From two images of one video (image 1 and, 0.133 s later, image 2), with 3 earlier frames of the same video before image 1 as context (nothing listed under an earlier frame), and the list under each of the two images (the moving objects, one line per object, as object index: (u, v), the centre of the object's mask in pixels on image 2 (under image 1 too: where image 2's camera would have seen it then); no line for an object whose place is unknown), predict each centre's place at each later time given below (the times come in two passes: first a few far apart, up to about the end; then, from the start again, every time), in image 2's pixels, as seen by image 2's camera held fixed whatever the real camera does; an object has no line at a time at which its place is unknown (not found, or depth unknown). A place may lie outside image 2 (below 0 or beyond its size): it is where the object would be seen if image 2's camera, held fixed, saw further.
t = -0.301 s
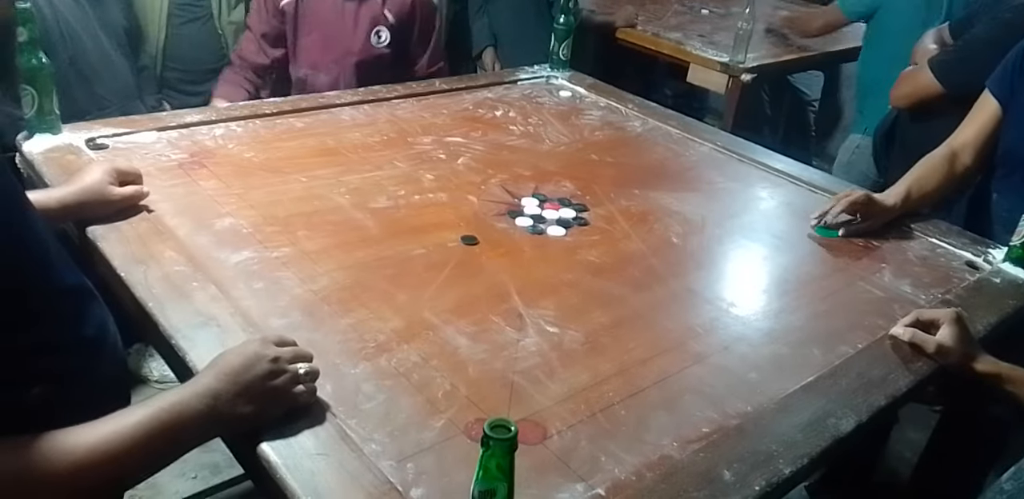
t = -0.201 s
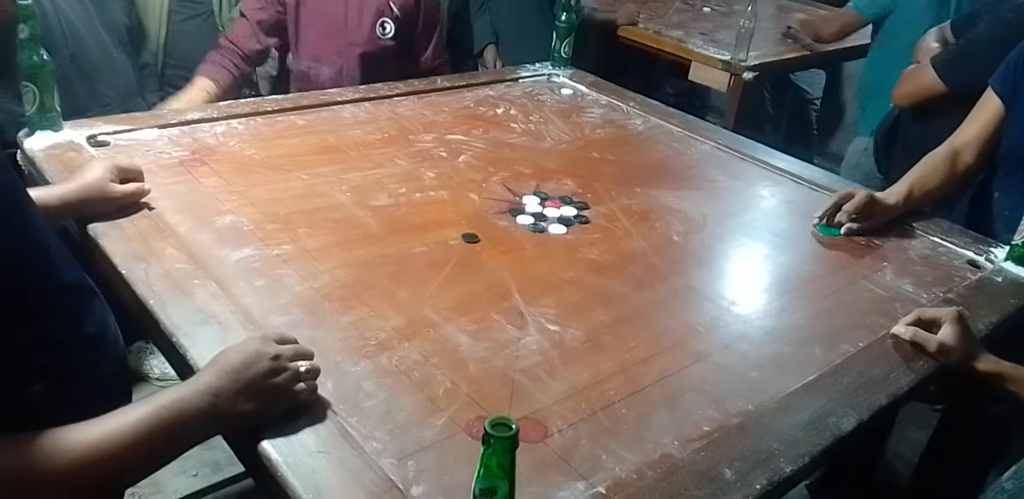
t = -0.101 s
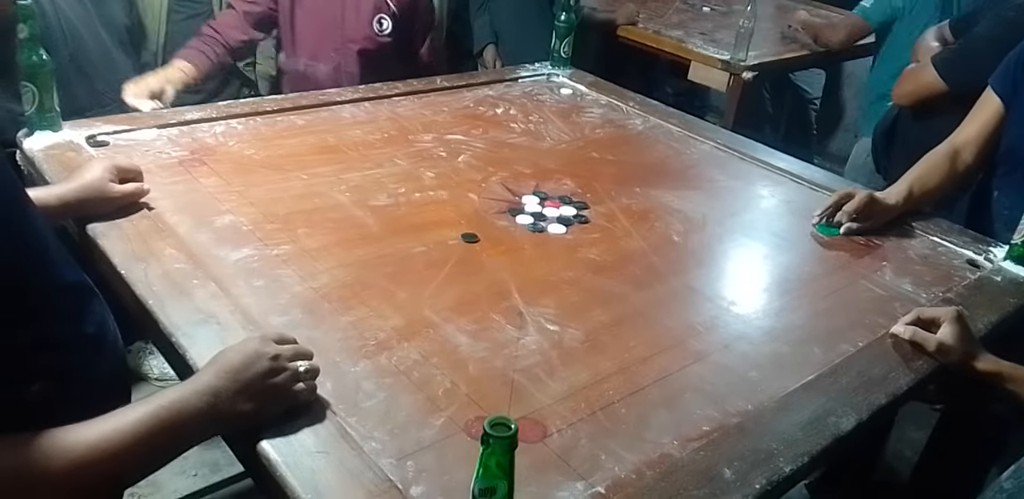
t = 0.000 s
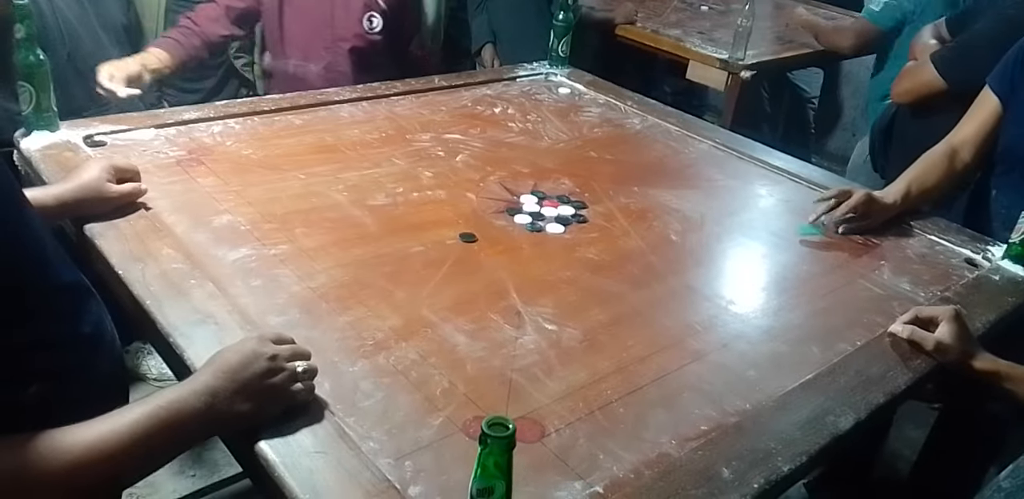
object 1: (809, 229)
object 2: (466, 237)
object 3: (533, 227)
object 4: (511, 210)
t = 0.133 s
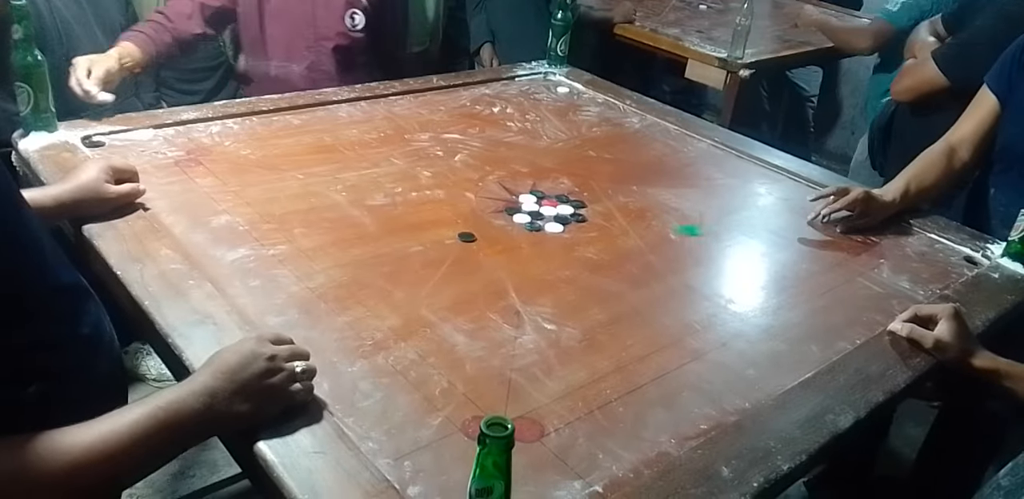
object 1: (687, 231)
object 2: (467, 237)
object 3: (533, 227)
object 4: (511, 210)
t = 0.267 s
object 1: (584, 233)
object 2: (467, 237)
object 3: (533, 227)
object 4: (511, 210)
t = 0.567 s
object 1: (529, 253)
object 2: (414, 244)
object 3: (484, 237)
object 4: (490, 192)
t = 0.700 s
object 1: (526, 255)
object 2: (396, 246)
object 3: (484, 237)
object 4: (489, 191)
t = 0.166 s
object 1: (663, 231)
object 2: (467, 237)
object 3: (533, 227)
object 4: (511, 210)
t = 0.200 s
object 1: (634, 232)
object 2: (467, 237)
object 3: (533, 227)
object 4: (511, 210)
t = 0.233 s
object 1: (608, 232)
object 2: (467, 237)
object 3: (533, 227)
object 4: (511, 210)
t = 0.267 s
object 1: (584, 233)
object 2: (467, 237)
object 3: (533, 227)
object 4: (511, 210)
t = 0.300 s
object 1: (569, 235)
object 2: (467, 237)
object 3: (526, 228)
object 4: (511, 210)
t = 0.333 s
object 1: (561, 239)
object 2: (467, 237)
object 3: (513, 230)
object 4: (508, 206)
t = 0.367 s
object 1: (555, 242)
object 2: (467, 237)
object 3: (496, 234)
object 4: (501, 202)
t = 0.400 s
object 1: (549, 244)
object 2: (465, 237)
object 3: (485, 236)
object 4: (499, 199)
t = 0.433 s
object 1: (543, 247)
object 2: (451, 239)
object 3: (484, 237)
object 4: (496, 197)
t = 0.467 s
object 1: (539, 249)
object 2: (441, 240)
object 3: (484, 237)
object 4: (493, 195)
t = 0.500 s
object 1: (535, 251)
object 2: (430, 242)
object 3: (484, 237)
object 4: (491, 193)
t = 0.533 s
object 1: (531, 252)
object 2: (421, 243)
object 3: (484, 237)
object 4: (490, 192)
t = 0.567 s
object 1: (529, 253)
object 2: (414, 244)
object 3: (484, 237)
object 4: (490, 192)
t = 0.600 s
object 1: (528, 254)
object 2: (408, 244)
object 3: (484, 237)
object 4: (489, 192)
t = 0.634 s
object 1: (527, 255)
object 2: (402, 245)
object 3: (484, 237)
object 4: (489, 191)
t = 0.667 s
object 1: (527, 255)
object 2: (398, 245)
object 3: (484, 237)
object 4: (489, 191)
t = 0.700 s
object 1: (526, 255)
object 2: (396, 246)
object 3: (484, 237)
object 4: (489, 191)
